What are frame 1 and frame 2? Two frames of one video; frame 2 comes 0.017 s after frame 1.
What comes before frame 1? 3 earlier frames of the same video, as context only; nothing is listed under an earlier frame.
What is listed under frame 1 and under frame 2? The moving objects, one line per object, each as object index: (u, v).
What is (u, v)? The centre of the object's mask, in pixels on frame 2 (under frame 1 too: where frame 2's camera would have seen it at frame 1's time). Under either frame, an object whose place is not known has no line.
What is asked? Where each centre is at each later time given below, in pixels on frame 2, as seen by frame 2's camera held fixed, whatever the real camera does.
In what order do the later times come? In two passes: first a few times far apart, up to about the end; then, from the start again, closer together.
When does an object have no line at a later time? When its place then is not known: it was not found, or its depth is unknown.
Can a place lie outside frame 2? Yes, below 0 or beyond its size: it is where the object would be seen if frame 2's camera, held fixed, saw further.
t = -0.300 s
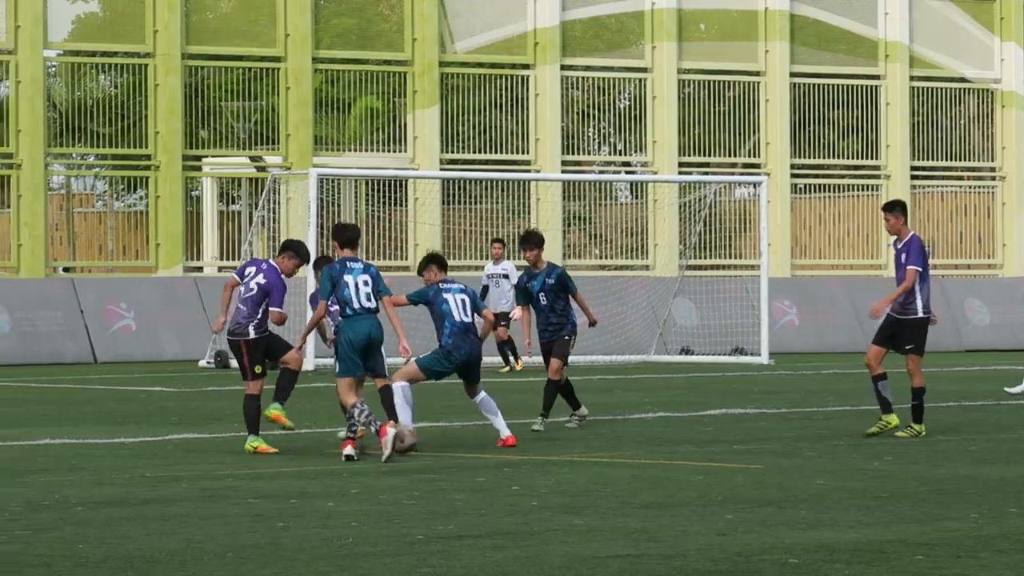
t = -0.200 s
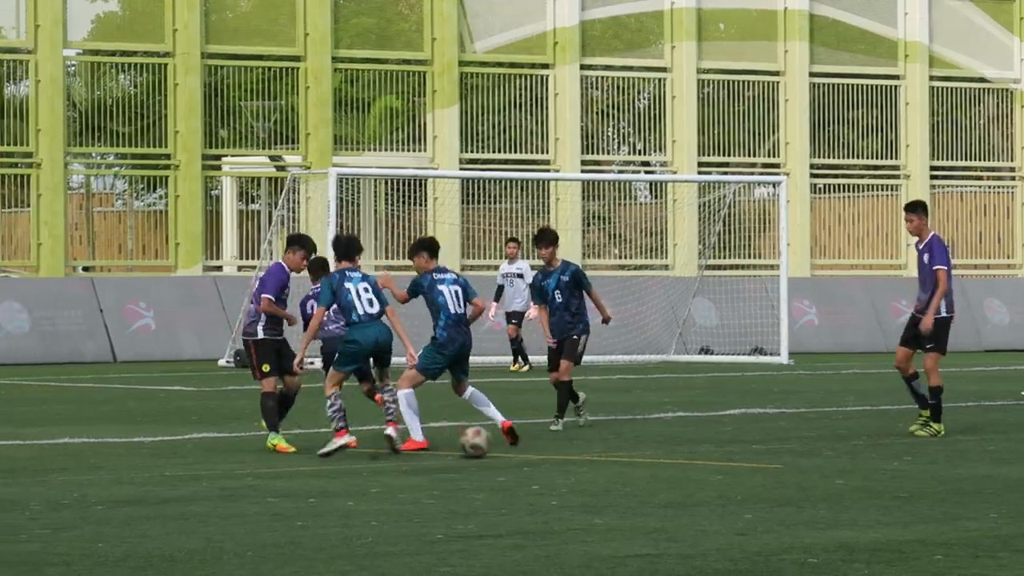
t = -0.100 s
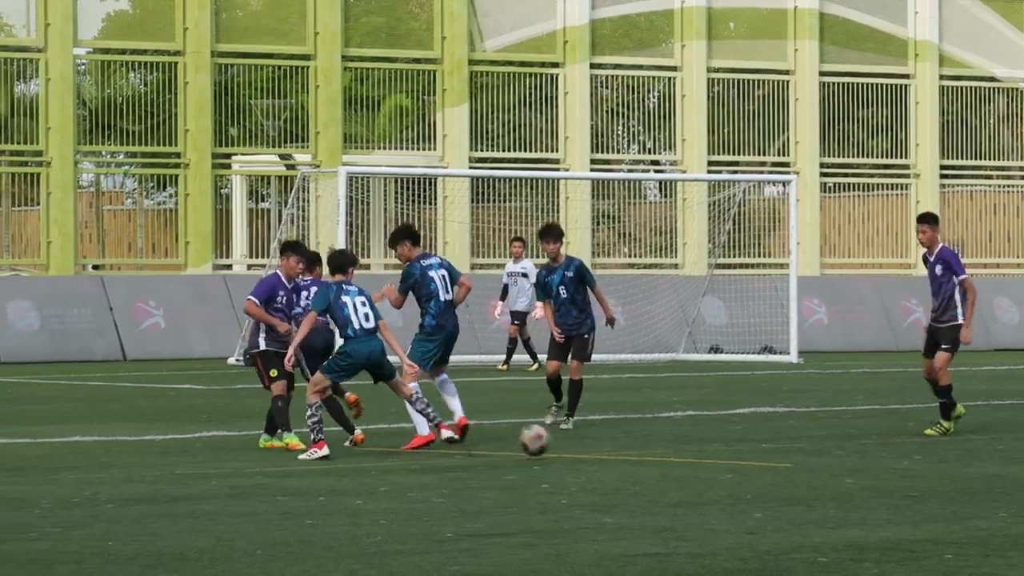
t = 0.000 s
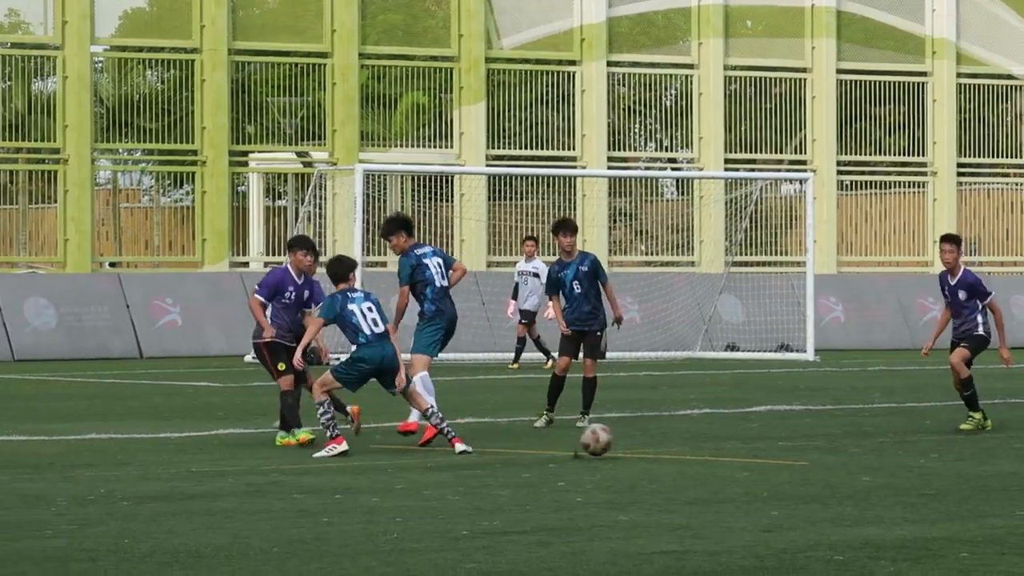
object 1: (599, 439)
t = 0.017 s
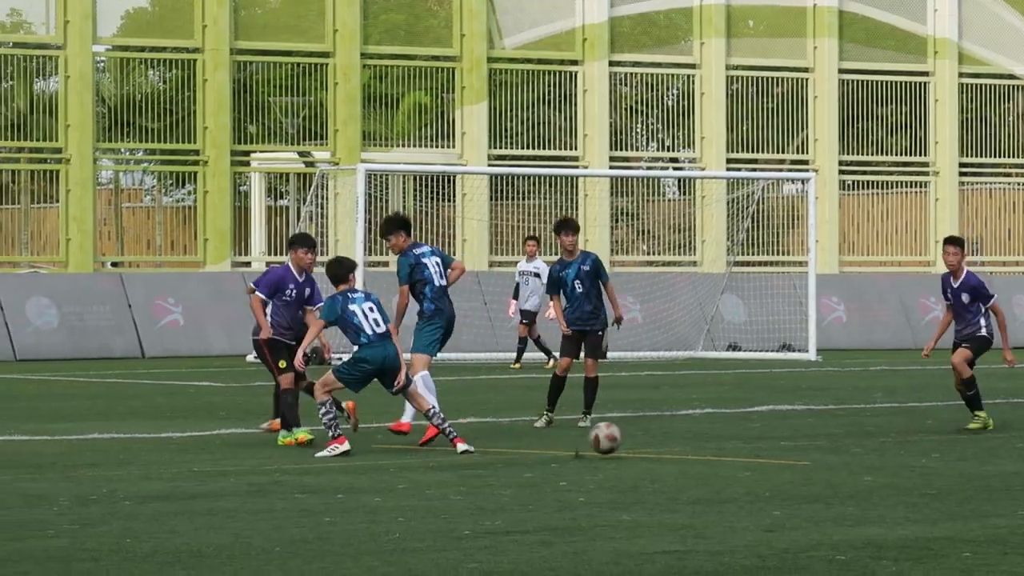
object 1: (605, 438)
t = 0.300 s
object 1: (712, 442)
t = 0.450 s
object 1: (770, 449)
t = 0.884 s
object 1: (922, 466)
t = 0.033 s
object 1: (612, 437)
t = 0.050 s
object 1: (619, 437)
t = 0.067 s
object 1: (625, 437)
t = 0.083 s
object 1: (632, 438)
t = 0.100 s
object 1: (638, 439)
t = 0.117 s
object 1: (645, 440)
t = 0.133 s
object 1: (652, 442)
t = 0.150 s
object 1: (659, 445)
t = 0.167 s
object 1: (665, 447)
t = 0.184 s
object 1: (671, 446)
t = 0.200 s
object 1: (677, 445)
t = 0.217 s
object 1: (682, 443)
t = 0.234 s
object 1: (689, 442)
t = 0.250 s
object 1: (695, 441)
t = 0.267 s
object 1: (701, 441)
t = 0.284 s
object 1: (706, 441)
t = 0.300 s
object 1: (712, 442)
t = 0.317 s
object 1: (719, 443)
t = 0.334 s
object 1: (724, 445)
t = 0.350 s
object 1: (731, 447)
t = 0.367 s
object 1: (737, 449)
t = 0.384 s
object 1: (744, 451)
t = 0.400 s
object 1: (750, 451)
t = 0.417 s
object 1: (757, 450)
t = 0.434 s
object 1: (764, 449)
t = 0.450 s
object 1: (770, 449)
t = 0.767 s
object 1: (883, 462)
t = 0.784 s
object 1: (888, 463)
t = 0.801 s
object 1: (893, 463)
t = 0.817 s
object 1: (899, 464)
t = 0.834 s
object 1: (905, 465)
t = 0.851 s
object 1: (911, 467)
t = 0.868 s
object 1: (917, 466)
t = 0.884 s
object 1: (922, 466)
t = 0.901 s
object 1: (929, 467)
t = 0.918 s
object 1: (935, 468)
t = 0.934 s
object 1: (941, 469)
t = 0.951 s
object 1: (947, 470)
